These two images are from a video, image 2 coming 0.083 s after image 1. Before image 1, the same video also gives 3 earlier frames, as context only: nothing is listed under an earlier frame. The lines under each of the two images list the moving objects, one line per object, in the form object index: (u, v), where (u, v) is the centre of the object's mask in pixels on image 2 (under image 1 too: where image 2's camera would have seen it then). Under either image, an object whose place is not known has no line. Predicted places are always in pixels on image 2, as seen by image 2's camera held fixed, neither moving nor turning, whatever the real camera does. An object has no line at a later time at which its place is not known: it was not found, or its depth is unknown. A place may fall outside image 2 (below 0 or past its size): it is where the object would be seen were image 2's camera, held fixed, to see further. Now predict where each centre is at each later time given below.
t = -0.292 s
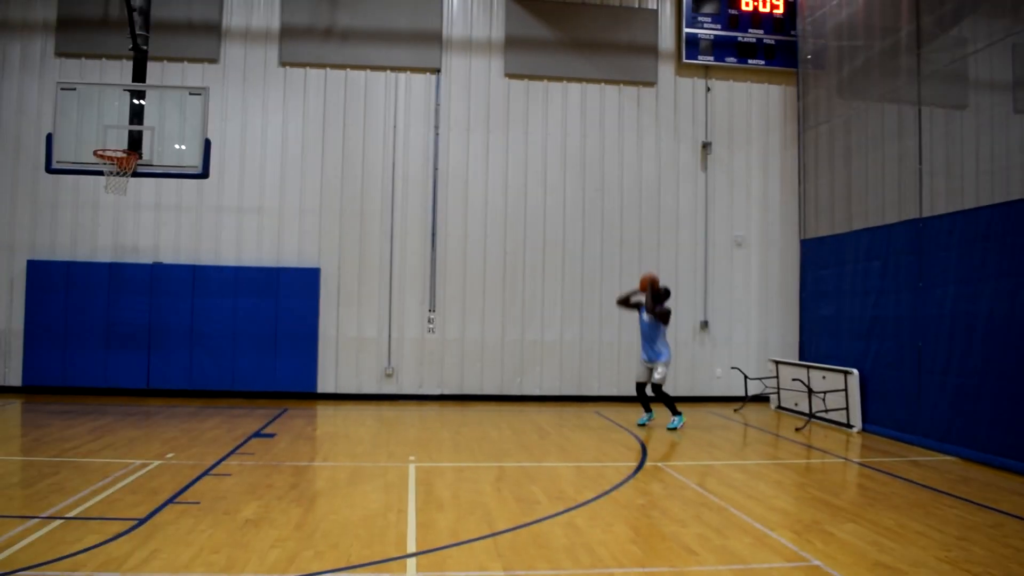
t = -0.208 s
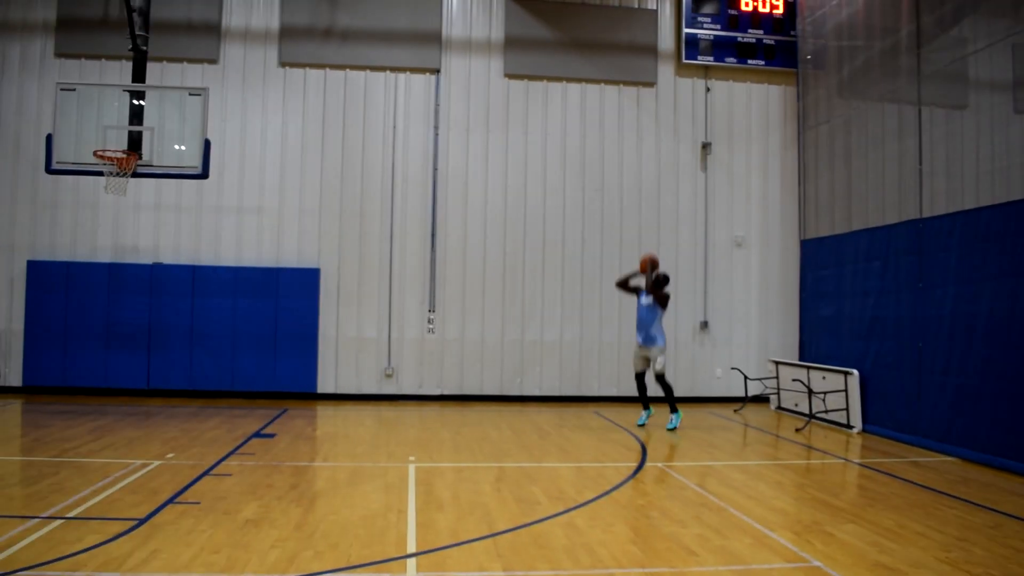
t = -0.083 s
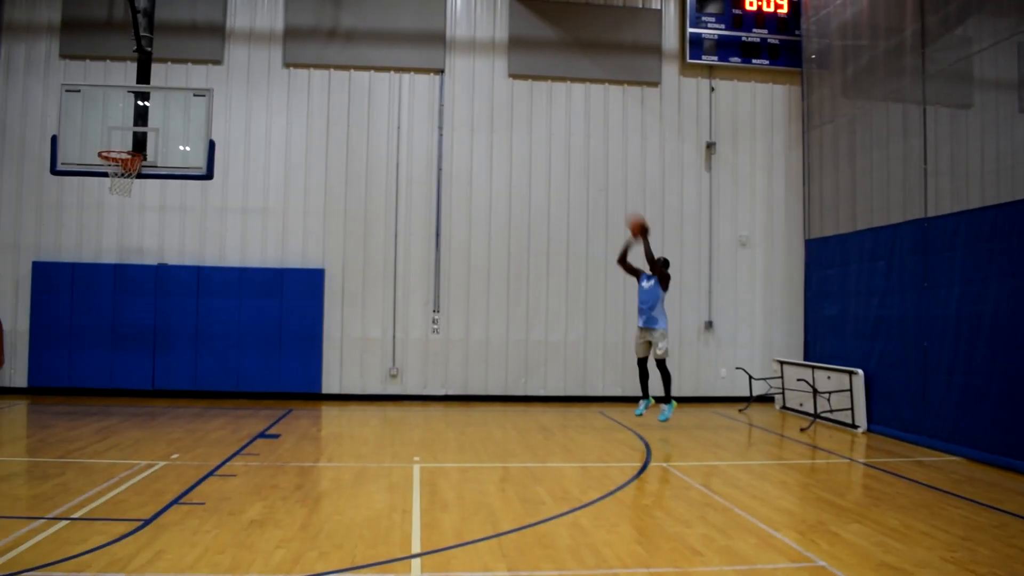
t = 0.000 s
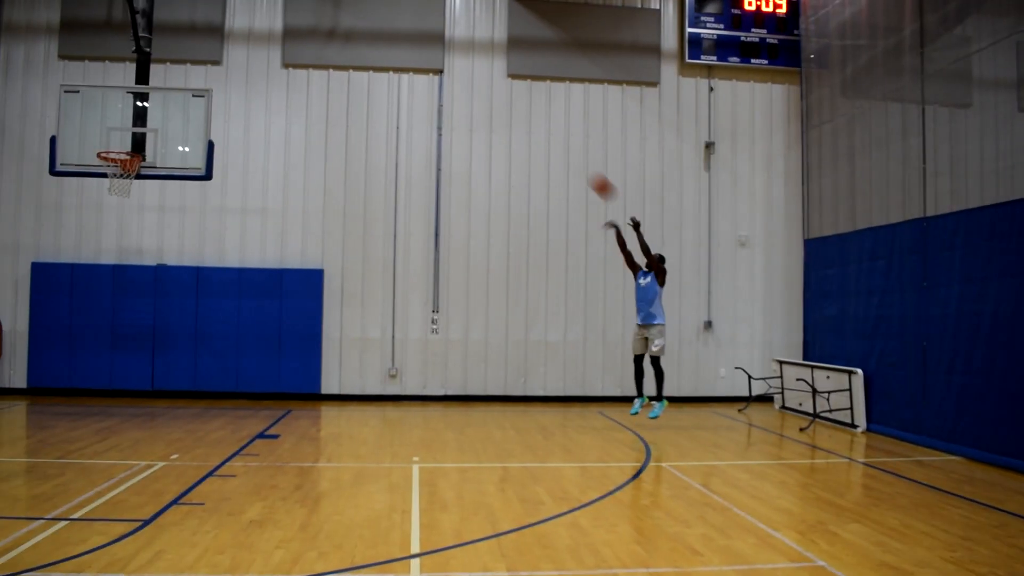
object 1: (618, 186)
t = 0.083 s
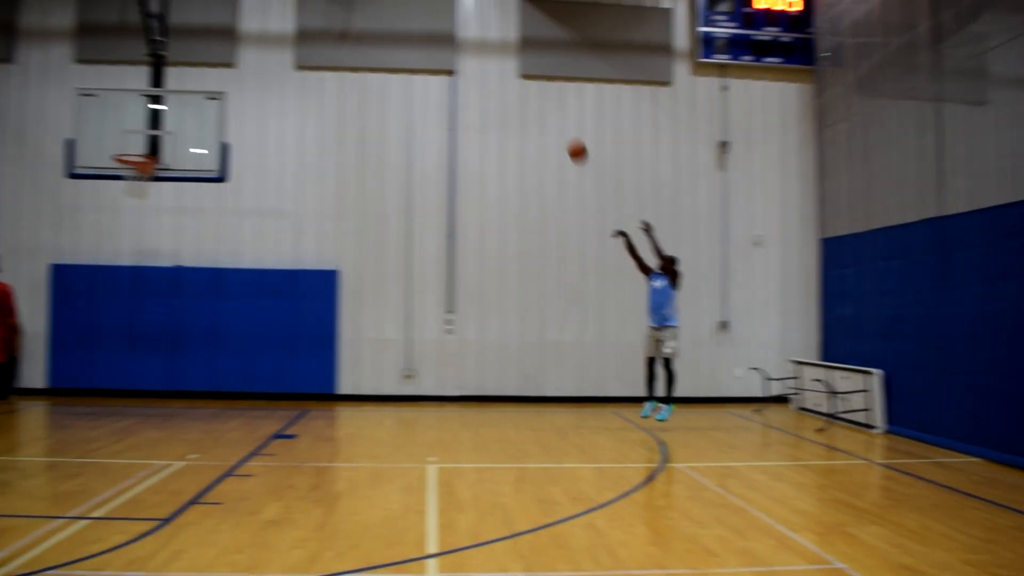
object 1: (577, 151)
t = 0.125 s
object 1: (557, 134)
